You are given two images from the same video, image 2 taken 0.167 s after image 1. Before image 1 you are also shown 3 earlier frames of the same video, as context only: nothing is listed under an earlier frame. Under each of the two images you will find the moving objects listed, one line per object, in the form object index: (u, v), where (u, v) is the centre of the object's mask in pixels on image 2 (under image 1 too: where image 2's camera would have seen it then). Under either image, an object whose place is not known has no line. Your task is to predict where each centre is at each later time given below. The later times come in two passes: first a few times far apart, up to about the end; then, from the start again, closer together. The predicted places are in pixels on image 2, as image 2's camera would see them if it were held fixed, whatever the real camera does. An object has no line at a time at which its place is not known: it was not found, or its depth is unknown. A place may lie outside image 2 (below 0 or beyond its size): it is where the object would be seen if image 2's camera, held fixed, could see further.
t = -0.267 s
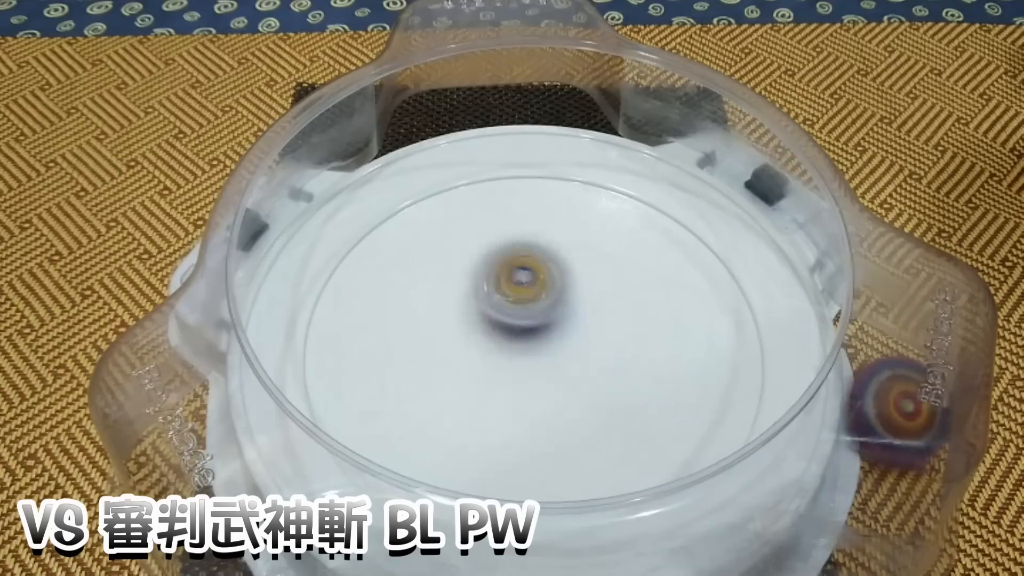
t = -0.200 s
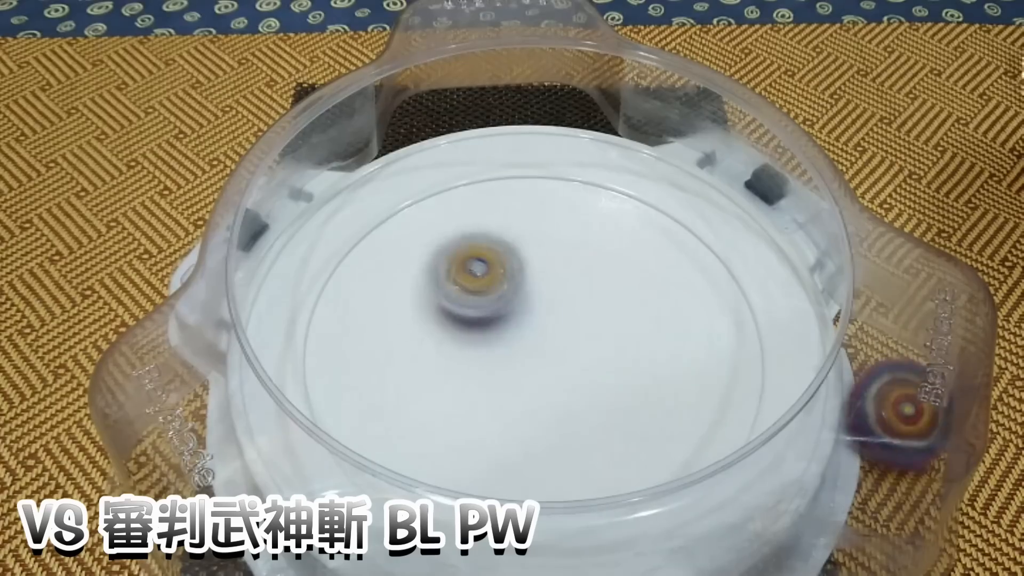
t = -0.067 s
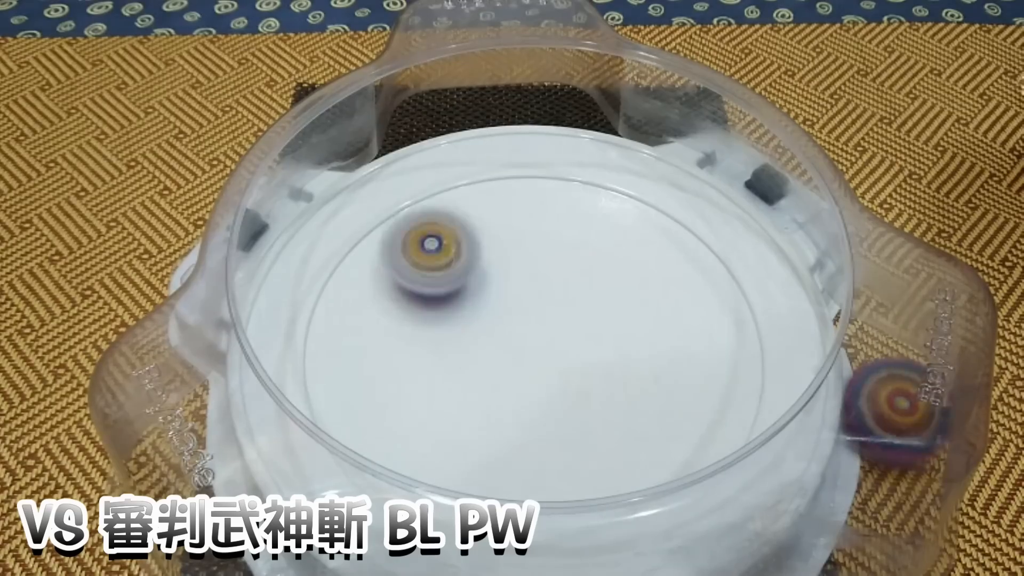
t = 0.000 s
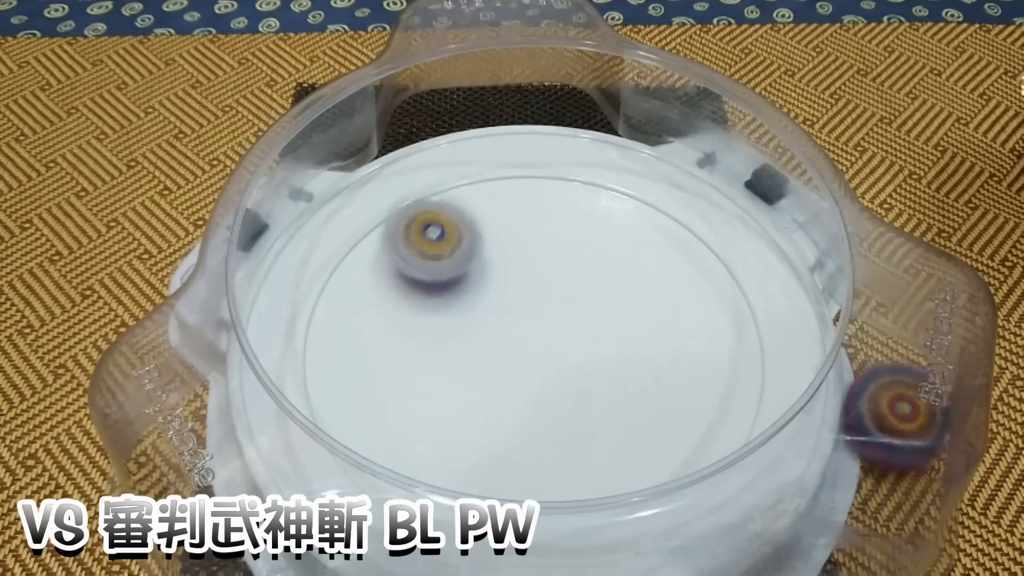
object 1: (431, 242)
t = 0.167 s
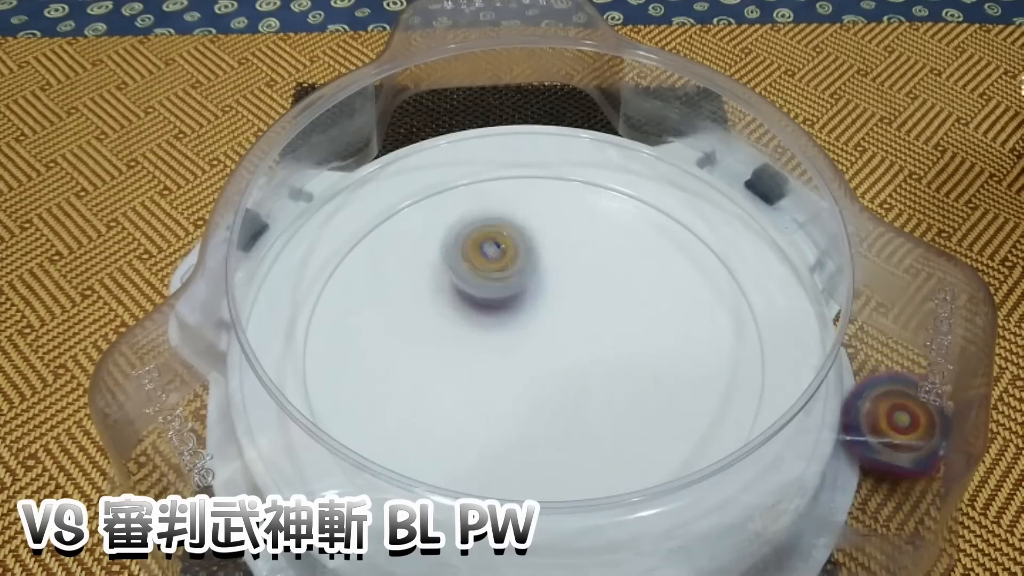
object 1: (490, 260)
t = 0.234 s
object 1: (510, 293)
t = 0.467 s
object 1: (500, 417)
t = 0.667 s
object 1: (415, 434)
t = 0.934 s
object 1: (460, 318)
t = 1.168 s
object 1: (637, 313)
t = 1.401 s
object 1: (701, 411)
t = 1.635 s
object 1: (521, 420)
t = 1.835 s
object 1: (455, 290)
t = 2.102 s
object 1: (551, 182)
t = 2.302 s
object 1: (647, 250)
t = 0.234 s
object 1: (510, 293)
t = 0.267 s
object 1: (516, 312)
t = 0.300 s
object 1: (520, 333)
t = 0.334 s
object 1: (521, 352)
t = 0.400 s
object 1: (516, 388)
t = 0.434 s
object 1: (509, 404)
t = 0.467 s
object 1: (500, 417)
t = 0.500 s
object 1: (490, 427)
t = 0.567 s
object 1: (465, 440)
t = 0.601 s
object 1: (449, 440)
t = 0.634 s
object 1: (432, 439)
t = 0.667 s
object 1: (415, 434)
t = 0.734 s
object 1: (390, 412)
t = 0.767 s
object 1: (385, 395)
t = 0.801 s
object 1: (388, 377)
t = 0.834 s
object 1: (398, 359)
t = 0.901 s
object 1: (435, 329)
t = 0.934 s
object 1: (460, 318)
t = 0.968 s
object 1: (486, 309)
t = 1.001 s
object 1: (513, 304)
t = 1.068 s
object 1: (566, 300)
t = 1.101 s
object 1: (592, 301)
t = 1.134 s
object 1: (616, 306)
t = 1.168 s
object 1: (637, 313)
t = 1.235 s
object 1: (674, 333)
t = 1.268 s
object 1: (689, 345)
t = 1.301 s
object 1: (700, 360)
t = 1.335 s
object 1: (707, 376)
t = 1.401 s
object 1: (701, 411)
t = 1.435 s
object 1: (687, 426)
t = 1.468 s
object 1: (665, 438)
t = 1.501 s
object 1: (640, 447)
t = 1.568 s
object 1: (578, 447)
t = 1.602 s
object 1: (549, 436)
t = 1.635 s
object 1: (521, 420)
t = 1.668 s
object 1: (499, 402)
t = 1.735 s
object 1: (468, 358)
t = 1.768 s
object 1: (459, 335)
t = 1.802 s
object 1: (455, 312)
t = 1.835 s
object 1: (455, 290)
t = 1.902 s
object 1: (464, 251)
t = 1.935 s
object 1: (473, 234)
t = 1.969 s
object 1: (484, 220)
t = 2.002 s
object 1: (497, 206)
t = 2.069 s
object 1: (531, 187)
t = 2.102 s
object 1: (551, 182)
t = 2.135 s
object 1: (571, 182)
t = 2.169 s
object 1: (593, 187)
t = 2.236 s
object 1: (628, 210)
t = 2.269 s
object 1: (639, 228)
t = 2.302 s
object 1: (647, 250)
